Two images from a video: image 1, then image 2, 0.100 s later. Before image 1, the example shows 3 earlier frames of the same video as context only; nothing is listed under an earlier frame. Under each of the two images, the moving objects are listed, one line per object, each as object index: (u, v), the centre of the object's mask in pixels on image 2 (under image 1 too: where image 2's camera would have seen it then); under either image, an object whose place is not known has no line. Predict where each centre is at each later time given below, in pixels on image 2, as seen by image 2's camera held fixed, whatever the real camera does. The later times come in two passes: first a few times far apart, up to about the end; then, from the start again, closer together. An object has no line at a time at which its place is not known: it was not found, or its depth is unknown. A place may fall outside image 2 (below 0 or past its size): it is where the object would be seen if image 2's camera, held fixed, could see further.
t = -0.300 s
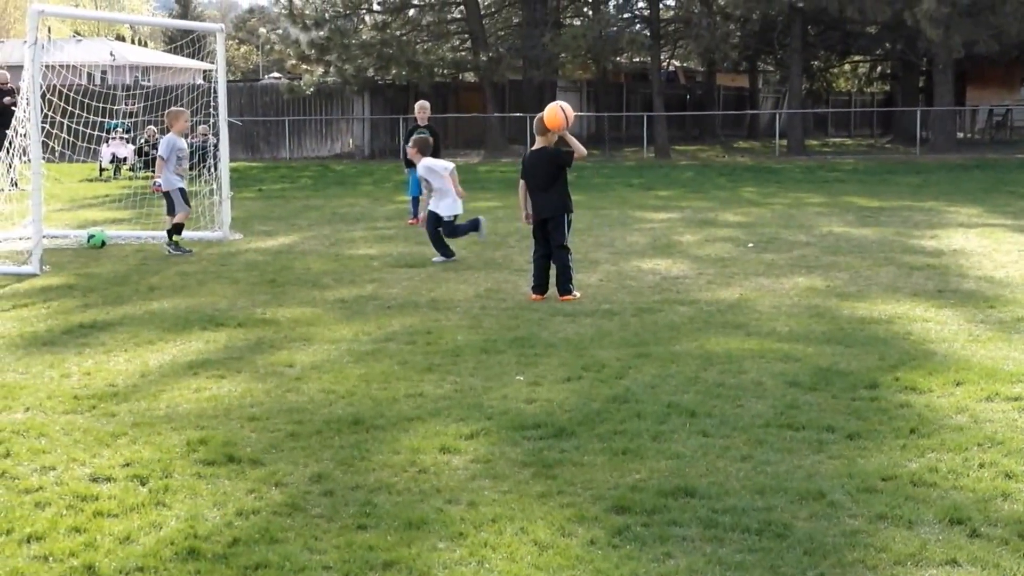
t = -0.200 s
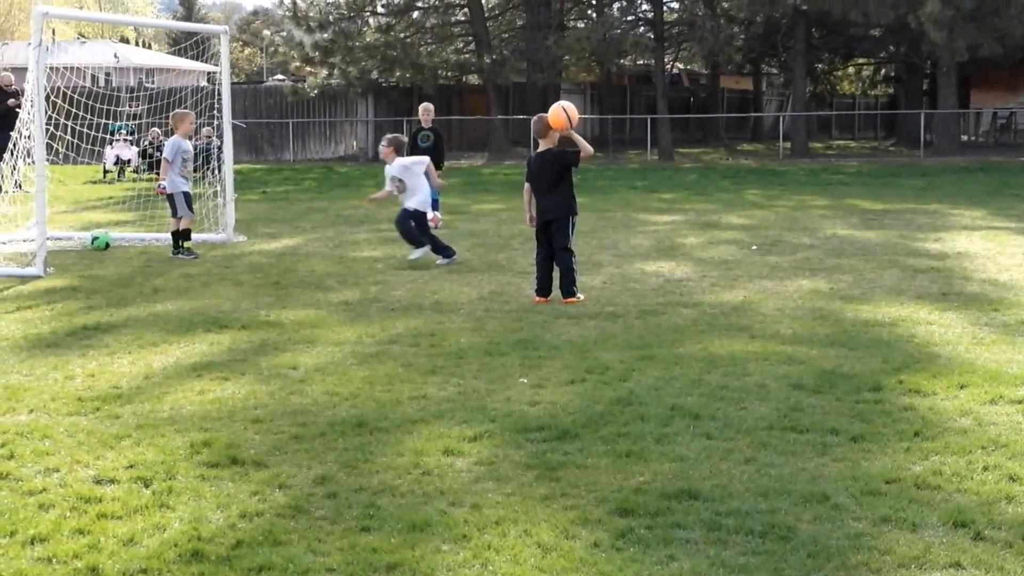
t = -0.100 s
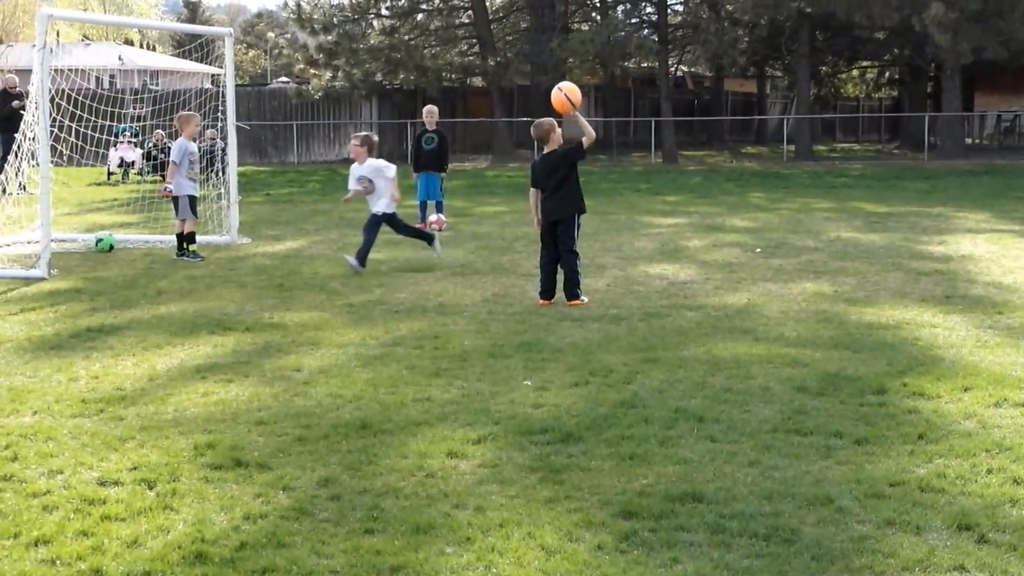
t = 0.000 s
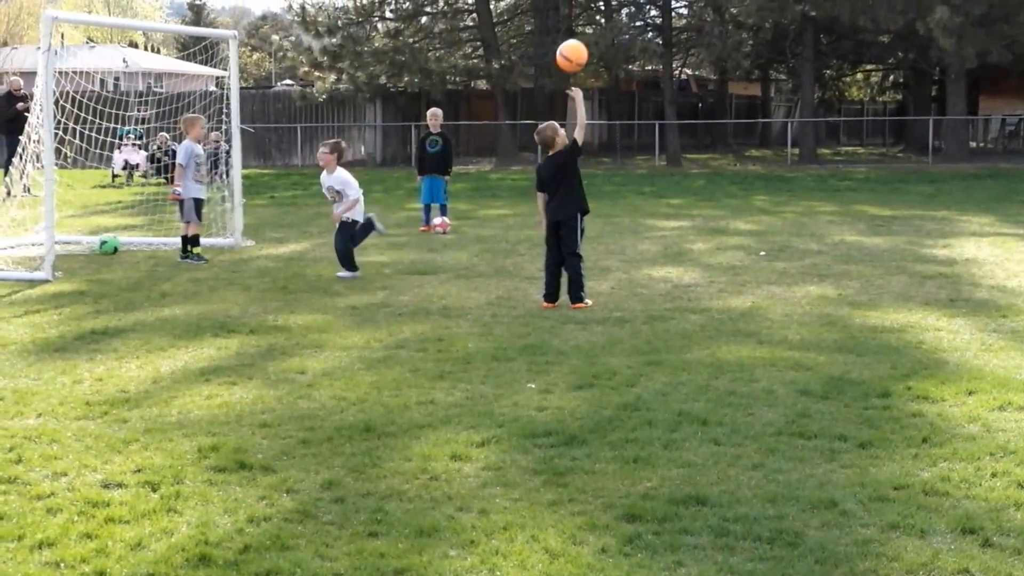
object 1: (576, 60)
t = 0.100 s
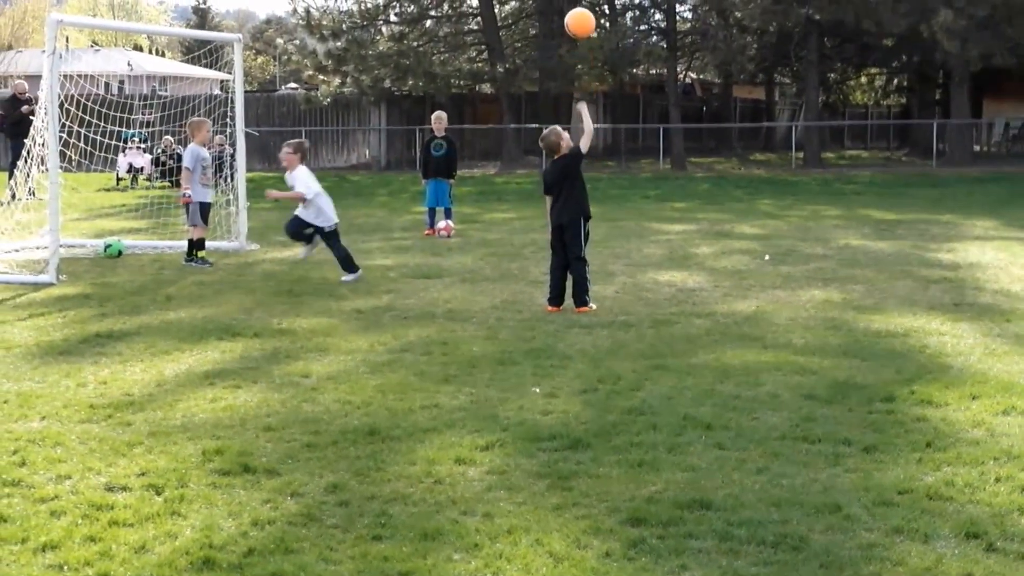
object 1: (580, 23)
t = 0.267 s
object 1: (587, 1)
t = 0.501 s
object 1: (595, 27)
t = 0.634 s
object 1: (599, 79)
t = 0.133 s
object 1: (581, 14)
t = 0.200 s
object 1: (584, 5)
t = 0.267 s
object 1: (587, 1)
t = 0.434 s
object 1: (593, 10)
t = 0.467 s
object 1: (594, 17)
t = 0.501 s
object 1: (595, 27)
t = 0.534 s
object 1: (596, 37)
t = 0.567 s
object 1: (597, 50)
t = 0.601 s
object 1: (598, 64)
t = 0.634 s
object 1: (599, 79)
